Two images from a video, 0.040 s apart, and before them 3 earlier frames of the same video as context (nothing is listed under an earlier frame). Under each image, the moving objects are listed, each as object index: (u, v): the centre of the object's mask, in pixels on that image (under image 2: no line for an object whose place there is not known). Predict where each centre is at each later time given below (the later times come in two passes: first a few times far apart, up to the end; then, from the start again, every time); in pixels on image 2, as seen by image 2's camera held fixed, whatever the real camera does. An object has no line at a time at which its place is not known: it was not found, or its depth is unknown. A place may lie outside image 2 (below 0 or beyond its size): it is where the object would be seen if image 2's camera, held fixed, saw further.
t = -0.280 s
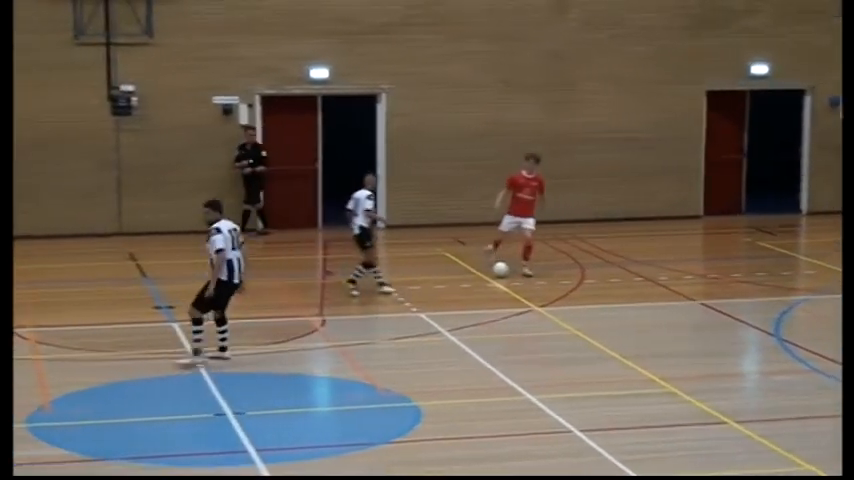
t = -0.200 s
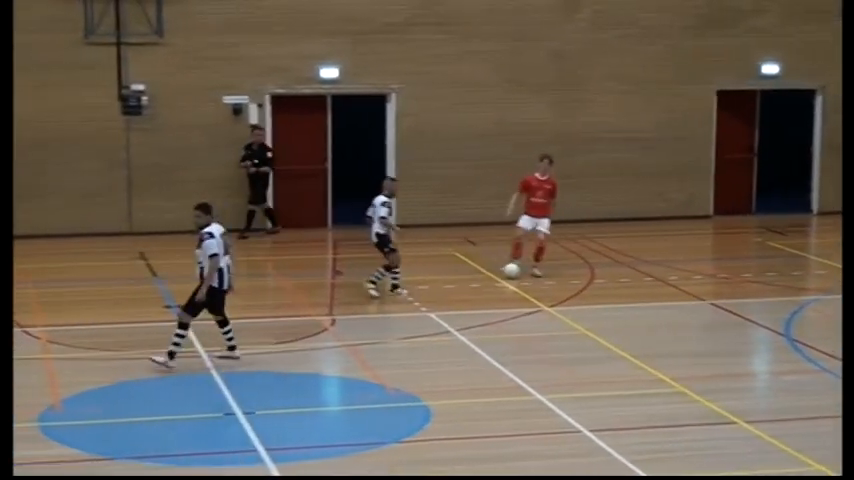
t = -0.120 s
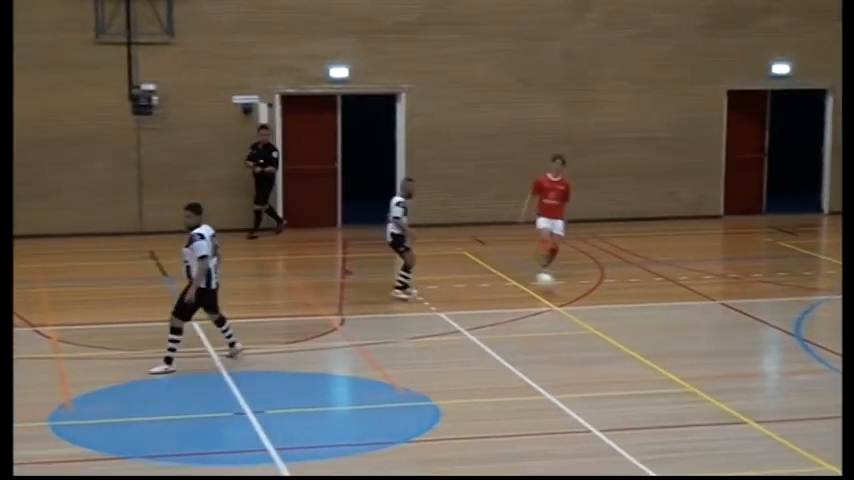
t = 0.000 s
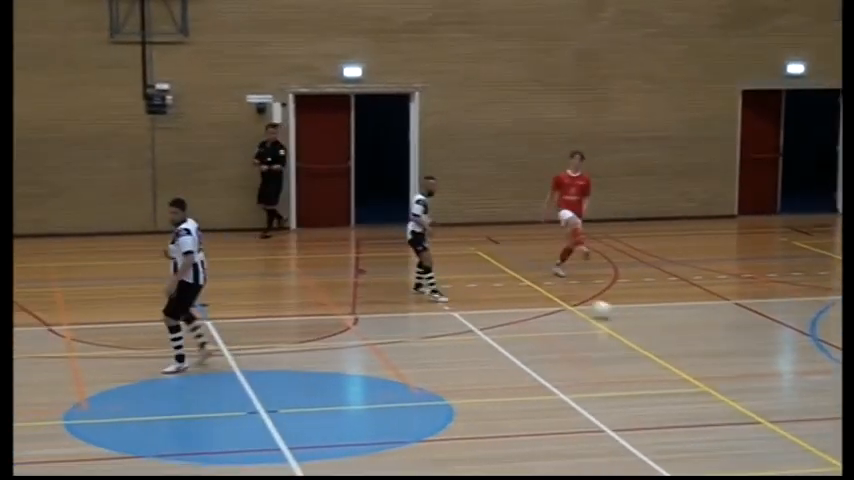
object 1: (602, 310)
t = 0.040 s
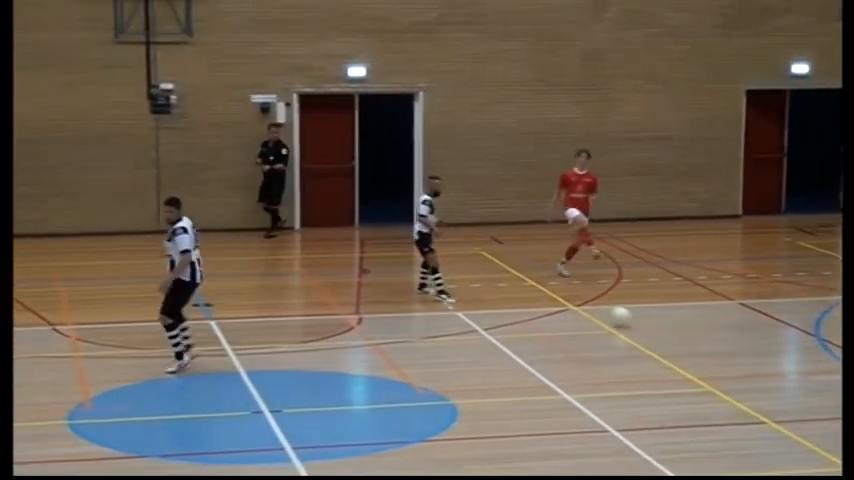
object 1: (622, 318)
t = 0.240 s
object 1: (705, 360)
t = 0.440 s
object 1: (807, 418)
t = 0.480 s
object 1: (829, 427)
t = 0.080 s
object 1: (635, 325)
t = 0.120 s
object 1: (653, 336)
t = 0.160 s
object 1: (670, 346)
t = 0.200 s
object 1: (687, 355)
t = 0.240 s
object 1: (705, 360)
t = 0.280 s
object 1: (725, 373)
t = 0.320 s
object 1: (744, 384)
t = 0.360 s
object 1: (765, 396)
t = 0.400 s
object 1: (786, 409)
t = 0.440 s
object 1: (807, 418)
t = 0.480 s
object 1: (829, 427)
